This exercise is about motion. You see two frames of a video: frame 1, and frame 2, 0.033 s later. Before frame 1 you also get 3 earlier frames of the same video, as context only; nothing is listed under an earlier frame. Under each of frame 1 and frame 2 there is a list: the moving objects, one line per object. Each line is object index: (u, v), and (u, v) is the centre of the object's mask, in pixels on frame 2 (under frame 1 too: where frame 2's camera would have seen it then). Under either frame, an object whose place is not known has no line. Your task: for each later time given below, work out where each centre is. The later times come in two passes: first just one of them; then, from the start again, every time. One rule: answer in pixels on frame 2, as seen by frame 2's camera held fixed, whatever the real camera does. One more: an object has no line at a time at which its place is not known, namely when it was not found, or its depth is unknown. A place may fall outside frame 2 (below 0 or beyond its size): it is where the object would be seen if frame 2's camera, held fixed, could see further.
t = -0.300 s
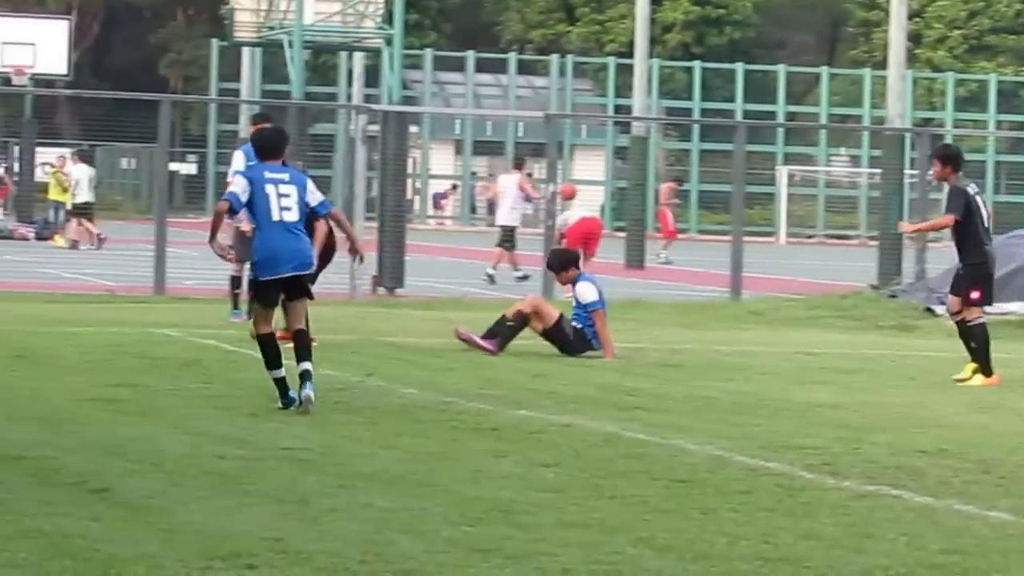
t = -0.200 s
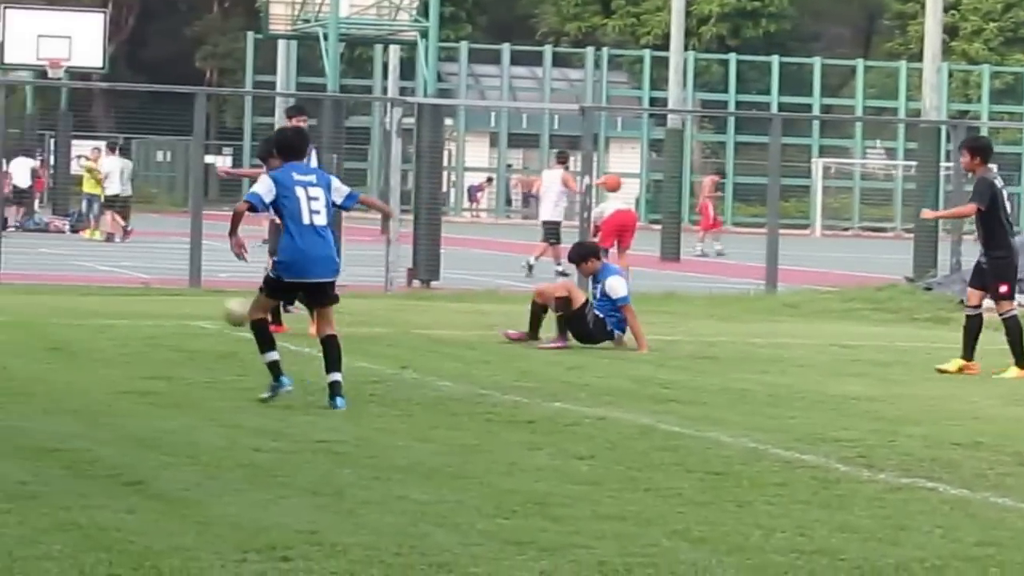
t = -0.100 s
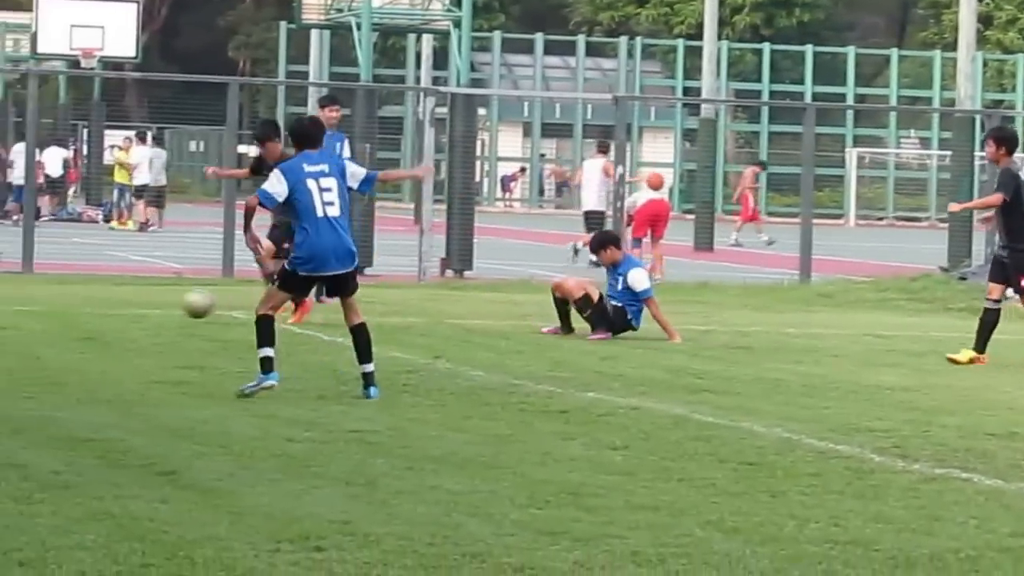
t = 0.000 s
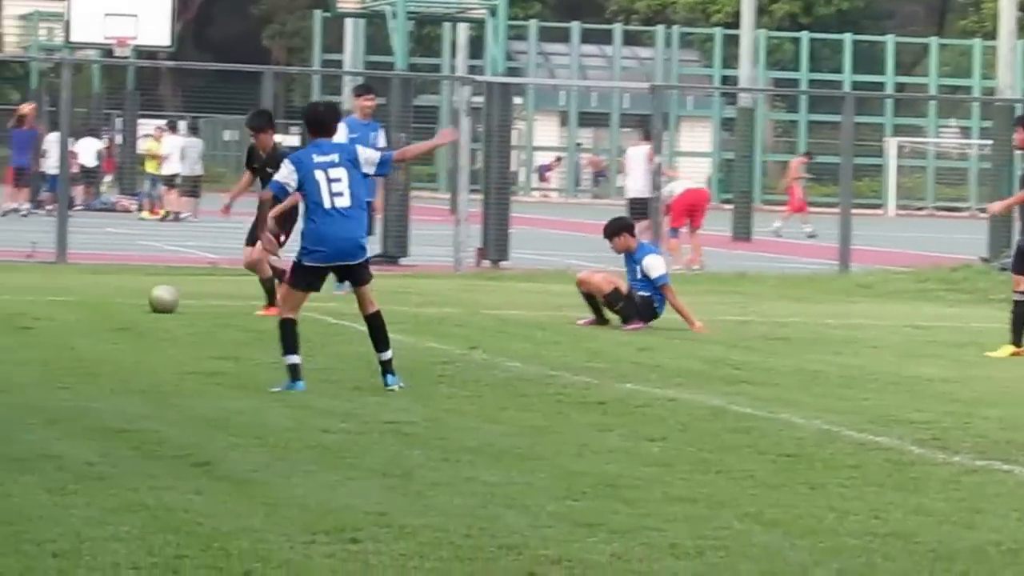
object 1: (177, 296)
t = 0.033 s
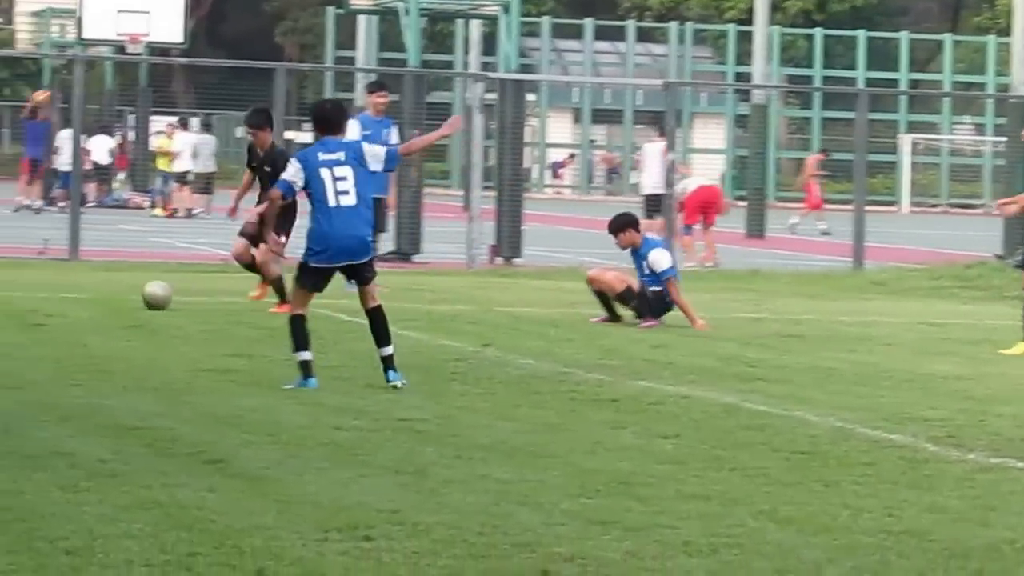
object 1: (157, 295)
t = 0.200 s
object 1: (63, 294)
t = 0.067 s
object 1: (137, 295)
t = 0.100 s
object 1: (117, 295)
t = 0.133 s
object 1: (97, 296)
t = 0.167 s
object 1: (79, 296)
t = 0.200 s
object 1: (63, 294)
